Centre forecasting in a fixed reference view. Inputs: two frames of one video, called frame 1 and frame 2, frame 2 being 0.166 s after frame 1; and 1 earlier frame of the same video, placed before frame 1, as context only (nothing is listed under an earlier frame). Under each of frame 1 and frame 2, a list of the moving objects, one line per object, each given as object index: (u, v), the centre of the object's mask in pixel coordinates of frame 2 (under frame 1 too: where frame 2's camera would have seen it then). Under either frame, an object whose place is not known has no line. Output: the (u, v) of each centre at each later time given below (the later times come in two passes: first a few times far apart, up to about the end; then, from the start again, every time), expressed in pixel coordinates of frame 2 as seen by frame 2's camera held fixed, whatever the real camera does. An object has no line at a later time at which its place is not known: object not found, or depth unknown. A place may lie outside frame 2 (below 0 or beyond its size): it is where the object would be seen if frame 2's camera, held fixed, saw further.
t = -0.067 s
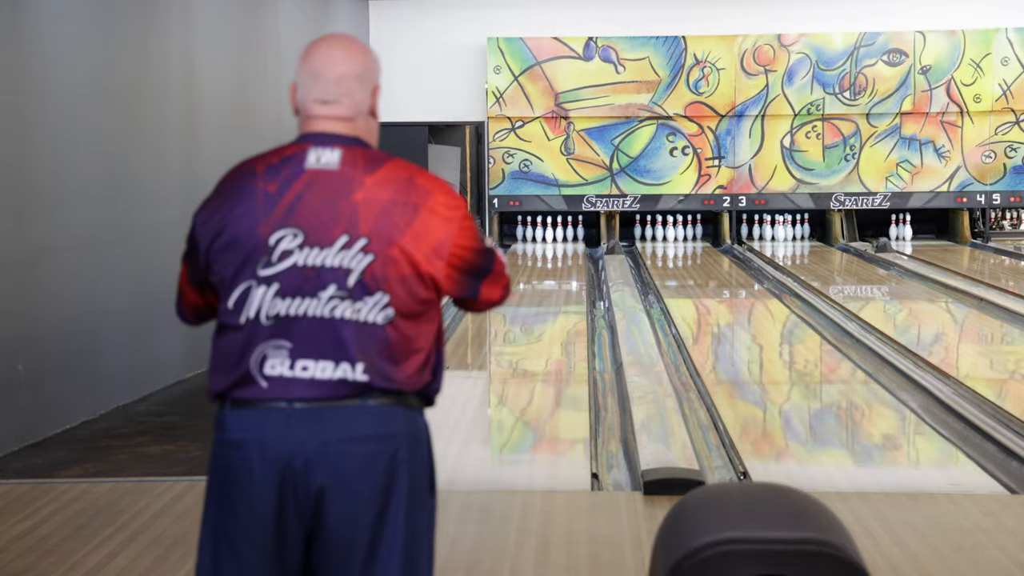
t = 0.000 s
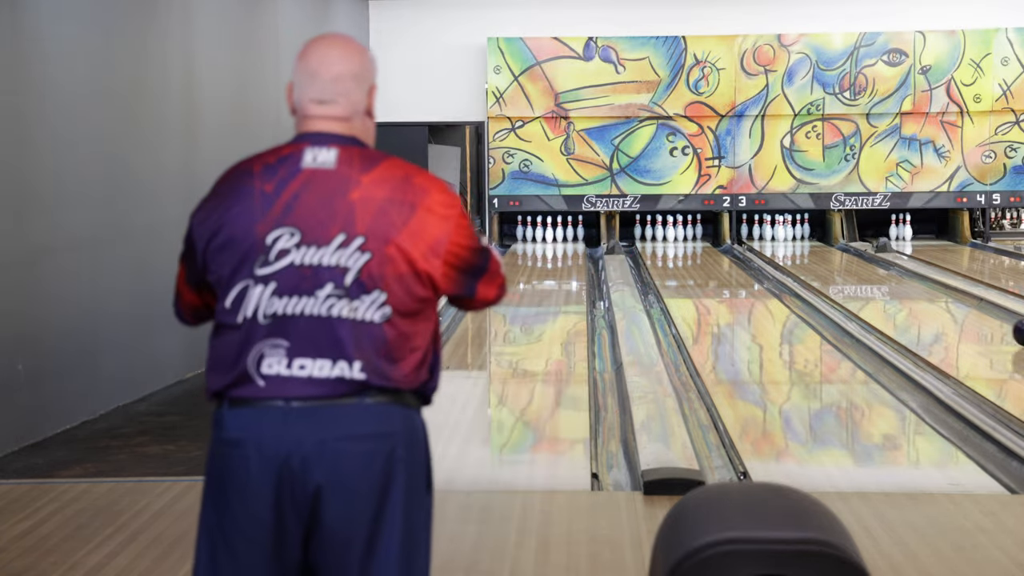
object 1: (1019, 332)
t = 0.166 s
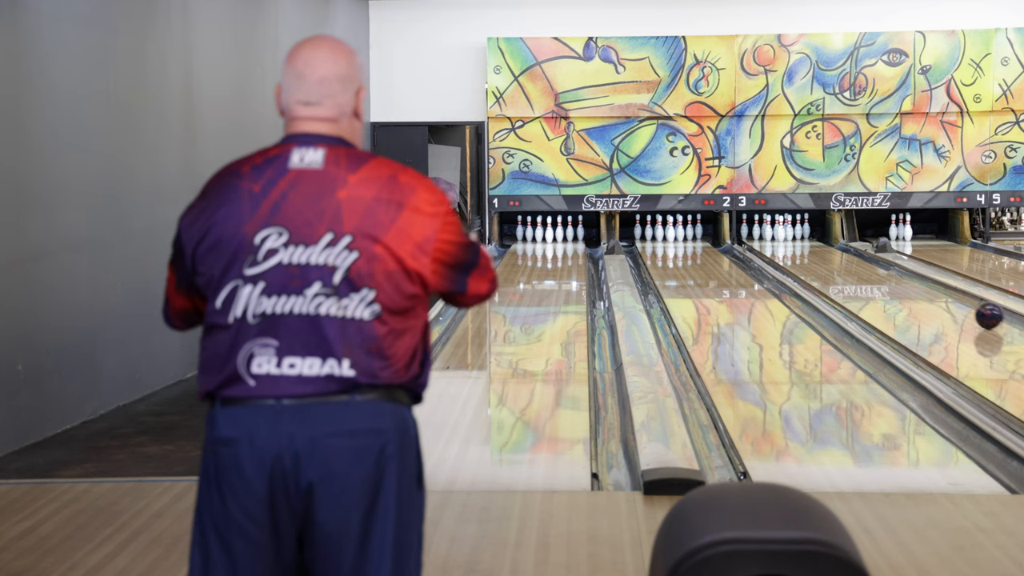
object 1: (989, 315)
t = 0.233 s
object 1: (975, 309)
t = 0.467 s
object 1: (934, 291)
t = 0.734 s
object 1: (896, 276)
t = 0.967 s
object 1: (868, 265)
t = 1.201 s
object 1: (846, 256)
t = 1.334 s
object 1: (834, 250)
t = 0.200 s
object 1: (982, 312)
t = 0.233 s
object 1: (975, 309)
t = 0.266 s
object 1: (969, 307)
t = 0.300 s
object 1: (962, 304)
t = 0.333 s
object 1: (956, 301)
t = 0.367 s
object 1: (951, 299)
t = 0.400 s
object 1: (945, 297)
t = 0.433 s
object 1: (939, 294)
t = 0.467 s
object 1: (934, 291)
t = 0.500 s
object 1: (929, 289)
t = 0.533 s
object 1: (924, 287)
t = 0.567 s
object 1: (919, 285)
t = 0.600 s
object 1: (914, 283)
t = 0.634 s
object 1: (909, 281)
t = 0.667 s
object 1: (905, 279)
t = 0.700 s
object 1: (900, 277)
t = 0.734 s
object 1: (896, 276)
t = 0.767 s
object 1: (892, 274)
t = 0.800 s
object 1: (888, 272)
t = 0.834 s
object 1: (884, 271)
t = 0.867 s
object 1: (880, 269)
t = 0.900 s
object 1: (876, 268)
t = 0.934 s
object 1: (872, 267)
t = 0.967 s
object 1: (868, 265)
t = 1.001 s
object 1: (864, 264)
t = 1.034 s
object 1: (861, 262)
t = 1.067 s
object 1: (859, 260)
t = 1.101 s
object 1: (855, 259)
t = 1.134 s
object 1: (852, 257)
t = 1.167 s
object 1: (848, 257)
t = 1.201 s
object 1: (846, 256)
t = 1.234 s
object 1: (843, 254)
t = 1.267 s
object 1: (840, 253)
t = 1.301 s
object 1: (837, 251)
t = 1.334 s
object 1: (834, 250)
